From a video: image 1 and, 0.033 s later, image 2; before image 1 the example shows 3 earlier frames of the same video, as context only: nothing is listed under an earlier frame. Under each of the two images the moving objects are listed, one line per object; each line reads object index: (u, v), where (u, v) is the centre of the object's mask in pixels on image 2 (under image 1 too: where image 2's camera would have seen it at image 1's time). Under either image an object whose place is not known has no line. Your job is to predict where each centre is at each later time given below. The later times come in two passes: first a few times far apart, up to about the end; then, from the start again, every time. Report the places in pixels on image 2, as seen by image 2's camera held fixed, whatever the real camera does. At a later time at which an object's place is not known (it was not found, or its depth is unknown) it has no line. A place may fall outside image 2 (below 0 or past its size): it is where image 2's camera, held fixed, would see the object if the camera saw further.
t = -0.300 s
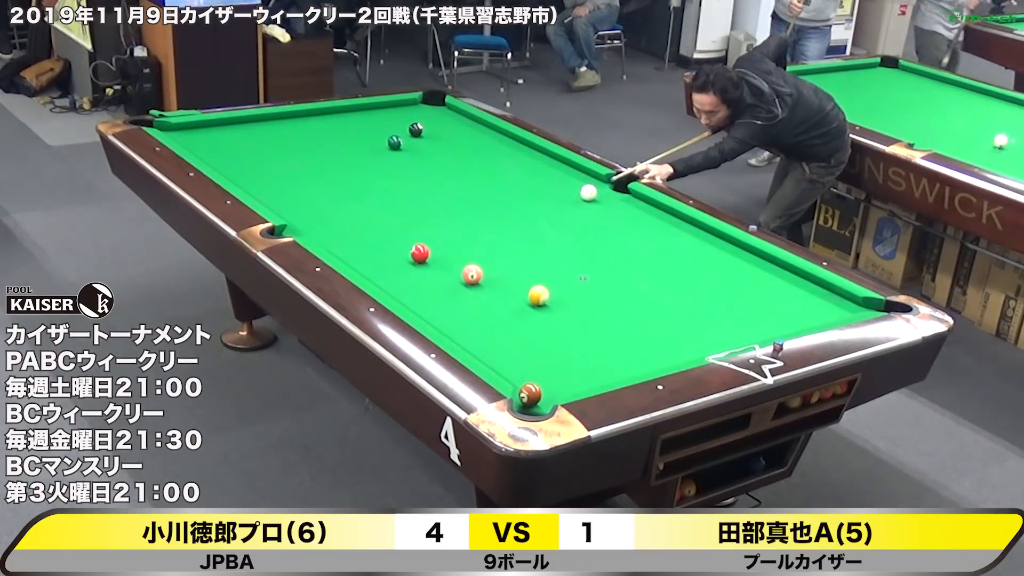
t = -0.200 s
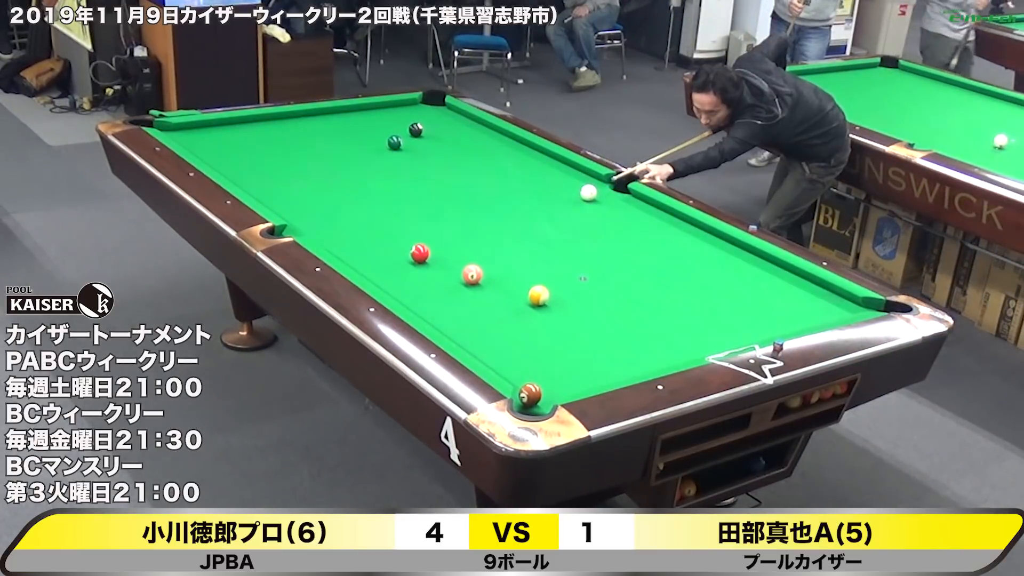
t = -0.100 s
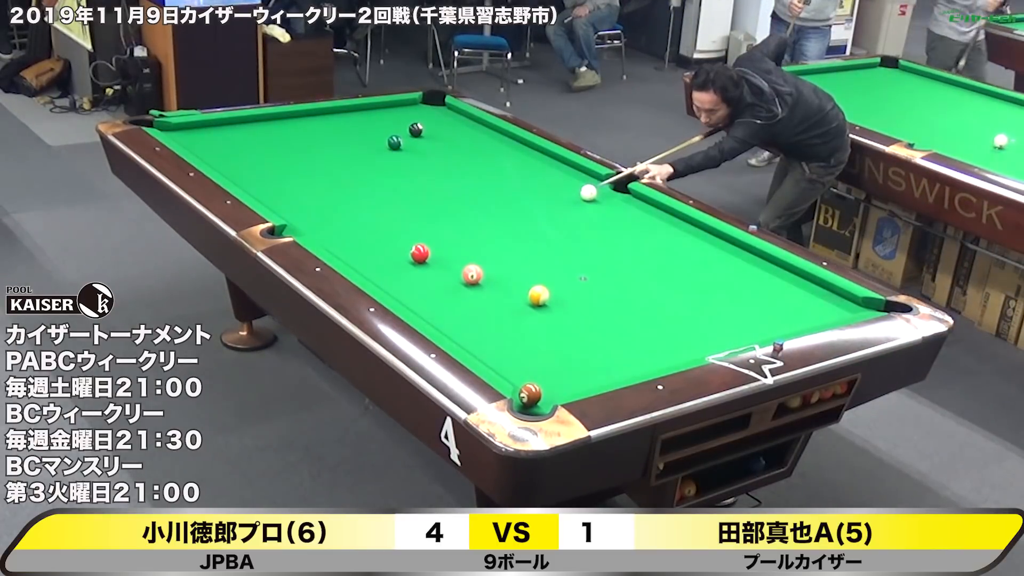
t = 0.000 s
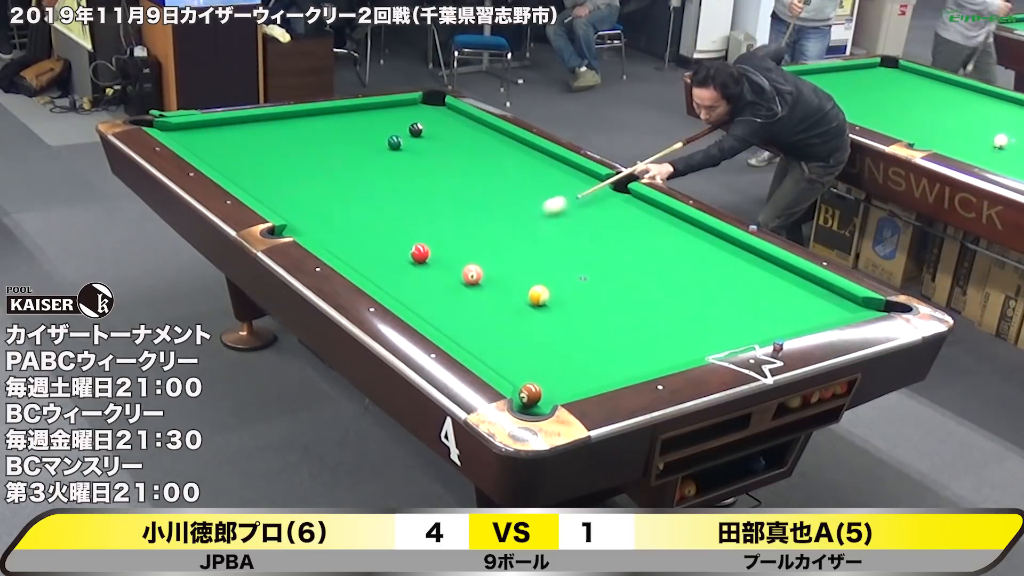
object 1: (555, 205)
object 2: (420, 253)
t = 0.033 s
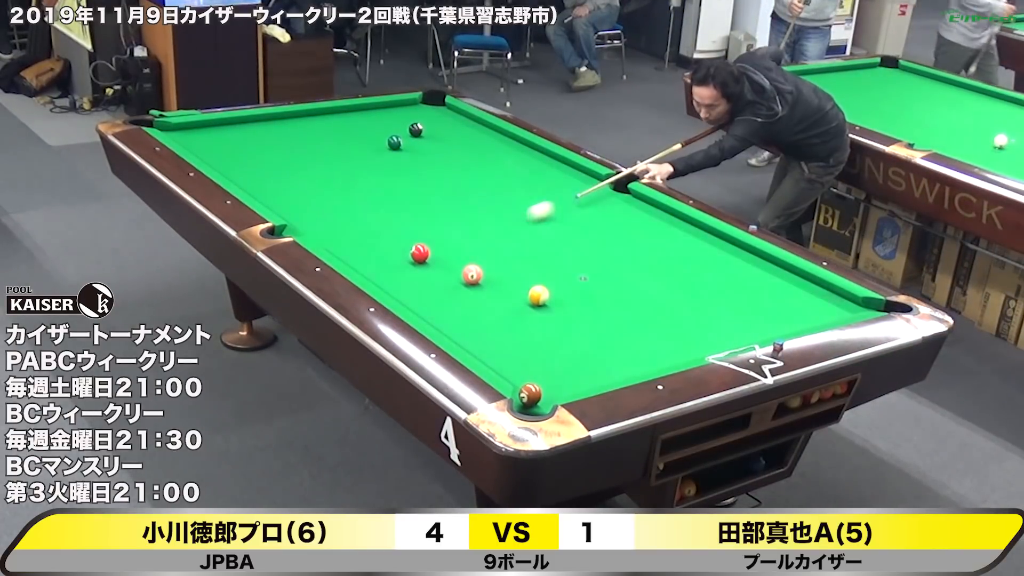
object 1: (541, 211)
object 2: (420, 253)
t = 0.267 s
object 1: (439, 253)
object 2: (413, 253)
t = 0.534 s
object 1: (445, 299)
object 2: (385, 250)
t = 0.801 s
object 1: (477, 338)
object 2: (448, 234)
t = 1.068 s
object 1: (560, 364)
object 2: (506, 220)
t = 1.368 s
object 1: (614, 361)
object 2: (564, 206)
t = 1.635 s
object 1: (628, 334)
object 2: (611, 194)
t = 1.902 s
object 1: (641, 311)
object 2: (605, 193)
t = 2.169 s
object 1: (653, 290)
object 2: (577, 197)
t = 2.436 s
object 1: (663, 271)
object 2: (549, 201)
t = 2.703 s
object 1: (672, 255)
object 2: (522, 204)
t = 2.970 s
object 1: (681, 240)
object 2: (496, 208)
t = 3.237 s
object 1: (689, 226)
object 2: (471, 211)
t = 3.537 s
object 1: (669, 220)
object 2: (443, 215)
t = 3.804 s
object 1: (644, 216)
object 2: (420, 218)
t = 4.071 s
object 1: (620, 213)
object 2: (397, 221)
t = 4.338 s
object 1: (598, 210)
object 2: (376, 224)
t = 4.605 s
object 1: (578, 207)
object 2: (356, 226)
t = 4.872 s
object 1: (560, 205)
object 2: (337, 229)
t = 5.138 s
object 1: (543, 202)
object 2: (319, 230)
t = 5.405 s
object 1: (528, 200)
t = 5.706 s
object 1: (512, 198)
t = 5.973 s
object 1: (501, 197)
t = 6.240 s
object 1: (491, 195)
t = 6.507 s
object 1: (482, 194)
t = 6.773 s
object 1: (475, 193)
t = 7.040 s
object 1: (469, 192)
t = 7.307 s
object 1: (465, 192)
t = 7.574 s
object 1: (462, 192)
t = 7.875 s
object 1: (460, 192)
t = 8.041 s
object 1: (460, 192)
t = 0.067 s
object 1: (526, 217)
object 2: (420, 253)
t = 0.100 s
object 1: (511, 222)
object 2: (420, 253)
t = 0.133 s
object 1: (497, 228)
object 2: (420, 253)
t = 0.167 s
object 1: (481, 234)
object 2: (420, 253)
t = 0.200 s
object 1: (466, 240)
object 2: (420, 253)
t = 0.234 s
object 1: (449, 247)
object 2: (420, 253)
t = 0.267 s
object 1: (439, 253)
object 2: (413, 253)
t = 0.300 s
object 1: (442, 258)
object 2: (394, 255)
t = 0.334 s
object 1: (445, 264)
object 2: (374, 257)
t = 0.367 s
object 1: (446, 269)
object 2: (355, 258)
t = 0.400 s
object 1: (447, 275)
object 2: (349, 257)
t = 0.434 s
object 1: (448, 281)
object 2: (358, 256)
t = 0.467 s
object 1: (447, 287)
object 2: (368, 254)
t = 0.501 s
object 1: (446, 292)
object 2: (376, 252)
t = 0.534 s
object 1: (445, 299)
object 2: (385, 250)
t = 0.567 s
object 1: (443, 305)
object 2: (394, 248)
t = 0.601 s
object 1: (442, 311)
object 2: (401, 246)
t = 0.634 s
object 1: (441, 318)
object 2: (409, 243)
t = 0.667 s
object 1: (441, 323)
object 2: (418, 241)
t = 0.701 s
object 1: (447, 327)
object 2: (425, 240)
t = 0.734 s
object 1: (457, 332)
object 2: (433, 238)
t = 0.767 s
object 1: (467, 335)
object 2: (441, 236)
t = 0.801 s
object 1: (477, 338)
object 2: (448, 234)
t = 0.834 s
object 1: (488, 342)
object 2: (456, 232)
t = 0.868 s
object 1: (498, 344)
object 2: (463, 230)
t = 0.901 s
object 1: (508, 348)
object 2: (470, 228)
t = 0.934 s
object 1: (518, 351)
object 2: (478, 227)
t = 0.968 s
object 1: (528, 354)
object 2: (485, 225)
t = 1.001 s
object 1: (539, 357)
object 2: (492, 223)
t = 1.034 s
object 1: (550, 360)
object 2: (499, 222)
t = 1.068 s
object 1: (560, 364)
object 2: (506, 220)
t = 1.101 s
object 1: (570, 367)
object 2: (512, 218)
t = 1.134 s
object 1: (581, 370)
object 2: (519, 217)
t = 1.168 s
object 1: (591, 373)
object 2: (526, 215)
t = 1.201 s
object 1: (602, 374)
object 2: (532, 213)
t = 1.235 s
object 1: (607, 373)
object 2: (539, 212)
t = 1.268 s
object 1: (609, 370)
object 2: (545, 210)
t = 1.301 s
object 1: (611, 368)
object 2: (552, 209)
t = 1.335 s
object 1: (612, 365)
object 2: (558, 207)
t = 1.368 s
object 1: (614, 361)
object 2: (564, 206)
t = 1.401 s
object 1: (616, 357)
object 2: (570, 204)
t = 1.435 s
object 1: (618, 354)
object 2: (576, 203)
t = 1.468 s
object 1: (620, 350)
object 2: (582, 201)
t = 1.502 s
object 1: (622, 347)
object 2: (588, 200)
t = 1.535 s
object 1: (623, 344)
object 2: (594, 198)
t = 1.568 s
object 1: (625, 341)
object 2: (599, 197)
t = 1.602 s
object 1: (627, 337)
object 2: (604, 196)
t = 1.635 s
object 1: (628, 334)
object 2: (611, 194)
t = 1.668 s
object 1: (630, 331)
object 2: (616, 193)
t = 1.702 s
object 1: (632, 328)
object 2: (622, 192)
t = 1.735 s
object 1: (633, 325)
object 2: (624, 191)
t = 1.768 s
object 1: (635, 322)
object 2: (620, 191)
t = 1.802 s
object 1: (637, 319)
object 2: (616, 192)
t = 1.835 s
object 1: (638, 316)
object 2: (612, 192)
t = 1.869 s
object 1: (640, 313)
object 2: (609, 193)
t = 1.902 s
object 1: (641, 311)
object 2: (605, 193)
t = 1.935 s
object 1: (643, 308)
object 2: (602, 193)
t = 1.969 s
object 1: (644, 305)
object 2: (598, 194)
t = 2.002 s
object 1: (645, 303)
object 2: (595, 195)
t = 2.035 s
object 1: (647, 300)
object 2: (591, 195)
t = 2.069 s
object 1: (648, 298)
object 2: (587, 196)
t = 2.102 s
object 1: (650, 295)
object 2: (584, 196)
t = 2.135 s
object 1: (651, 292)
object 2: (580, 196)
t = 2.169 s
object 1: (653, 290)
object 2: (577, 197)
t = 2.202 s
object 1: (654, 287)
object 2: (573, 197)
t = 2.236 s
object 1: (655, 285)
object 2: (570, 198)
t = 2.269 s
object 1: (656, 283)
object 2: (566, 198)
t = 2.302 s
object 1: (658, 280)
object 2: (563, 199)
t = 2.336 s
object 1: (659, 278)
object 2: (559, 199)
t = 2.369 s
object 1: (660, 276)
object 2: (556, 200)
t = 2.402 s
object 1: (662, 273)
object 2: (553, 200)
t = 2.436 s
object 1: (663, 271)
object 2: (549, 201)
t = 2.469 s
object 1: (664, 269)
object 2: (545, 201)
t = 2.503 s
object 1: (665, 267)
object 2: (542, 202)
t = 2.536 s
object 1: (667, 265)
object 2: (539, 202)
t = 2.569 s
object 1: (668, 263)
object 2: (535, 202)
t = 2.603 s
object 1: (669, 261)
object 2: (532, 203)
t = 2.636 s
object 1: (670, 258)
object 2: (529, 203)
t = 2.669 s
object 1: (671, 256)
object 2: (525, 204)
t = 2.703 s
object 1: (672, 255)
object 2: (522, 204)
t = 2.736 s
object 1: (674, 252)
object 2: (519, 205)
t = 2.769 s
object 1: (675, 251)
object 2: (516, 205)
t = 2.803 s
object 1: (676, 249)
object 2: (512, 205)
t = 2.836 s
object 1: (677, 247)
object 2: (509, 206)
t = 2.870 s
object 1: (678, 245)
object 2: (506, 206)
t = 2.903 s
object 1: (679, 243)
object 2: (502, 207)
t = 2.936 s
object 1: (680, 241)
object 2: (499, 207)
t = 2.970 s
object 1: (681, 240)
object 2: (496, 208)
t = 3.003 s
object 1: (683, 238)
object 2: (492, 208)
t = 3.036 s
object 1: (683, 236)
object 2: (489, 209)
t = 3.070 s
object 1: (685, 234)
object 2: (486, 209)
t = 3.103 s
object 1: (686, 233)
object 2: (483, 209)
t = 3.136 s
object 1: (686, 231)
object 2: (480, 210)
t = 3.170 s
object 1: (687, 230)
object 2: (477, 210)
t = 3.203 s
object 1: (688, 228)
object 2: (474, 211)
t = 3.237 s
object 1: (689, 226)
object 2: (471, 211)
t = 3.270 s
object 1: (690, 225)
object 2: (468, 211)
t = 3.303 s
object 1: (691, 223)
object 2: (464, 212)
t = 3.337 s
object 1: (689, 222)
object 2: (461, 212)
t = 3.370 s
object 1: (686, 222)
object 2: (458, 213)
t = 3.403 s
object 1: (682, 222)
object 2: (455, 213)
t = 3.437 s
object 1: (679, 221)
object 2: (452, 213)
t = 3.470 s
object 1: (676, 221)
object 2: (449, 214)
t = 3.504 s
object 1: (672, 220)
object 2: (446, 214)
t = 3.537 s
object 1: (669, 220)
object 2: (443, 215)
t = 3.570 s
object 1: (666, 219)
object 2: (440, 215)
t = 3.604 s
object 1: (662, 219)
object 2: (437, 215)
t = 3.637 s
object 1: (659, 218)
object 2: (434, 216)
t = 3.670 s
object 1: (656, 218)
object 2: (431, 216)
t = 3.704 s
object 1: (653, 217)
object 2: (428, 217)
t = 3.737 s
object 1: (650, 217)
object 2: (425, 217)
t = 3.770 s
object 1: (647, 216)
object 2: (423, 217)
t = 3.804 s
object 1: (644, 216)
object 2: (420, 218)
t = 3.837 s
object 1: (641, 216)
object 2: (417, 218)
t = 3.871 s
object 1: (637, 215)
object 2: (414, 218)
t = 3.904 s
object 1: (634, 215)
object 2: (411, 219)
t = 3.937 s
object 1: (631, 214)
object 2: (408, 219)
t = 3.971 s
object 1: (629, 214)
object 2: (405, 220)
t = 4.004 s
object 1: (626, 214)
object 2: (403, 220)
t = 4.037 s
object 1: (623, 213)
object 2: (400, 220)
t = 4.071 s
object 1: (620, 213)
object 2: (397, 221)
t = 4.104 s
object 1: (617, 212)
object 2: (395, 221)
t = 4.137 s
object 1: (614, 212)
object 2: (392, 222)
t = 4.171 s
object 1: (611, 212)
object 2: (389, 222)
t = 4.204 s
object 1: (609, 211)
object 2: (387, 222)
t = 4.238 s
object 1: (606, 211)
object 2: (384, 223)
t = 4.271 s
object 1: (604, 211)
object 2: (382, 223)
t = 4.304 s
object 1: (601, 210)
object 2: (378, 223)
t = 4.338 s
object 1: (598, 210)
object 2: (376, 224)
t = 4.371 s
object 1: (596, 209)
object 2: (374, 224)
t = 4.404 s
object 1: (593, 209)
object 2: (371, 224)
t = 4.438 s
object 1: (590, 209)
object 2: (368, 224)
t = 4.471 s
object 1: (588, 208)
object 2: (366, 225)
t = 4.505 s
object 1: (585, 208)
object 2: (363, 225)
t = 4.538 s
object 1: (583, 208)
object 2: (361, 226)
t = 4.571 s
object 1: (581, 207)
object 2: (358, 226)
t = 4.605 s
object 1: (578, 207)
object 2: (356, 226)
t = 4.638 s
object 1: (576, 207)
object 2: (354, 226)
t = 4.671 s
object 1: (573, 207)
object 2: (351, 227)
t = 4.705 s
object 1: (571, 206)
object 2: (349, 227)
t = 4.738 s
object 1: (569, 206)
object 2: (346, 227)
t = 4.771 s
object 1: (566, 205)
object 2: (344, 228)
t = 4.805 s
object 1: (564, 205)
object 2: (342, 228)
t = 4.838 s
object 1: (562, 205)
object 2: (339, 228)
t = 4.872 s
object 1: (560, 205)
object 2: (337, 229)
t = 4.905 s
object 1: (557, 204)
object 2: (335, 229)
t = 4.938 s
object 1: (555, 204)
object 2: (332, 229)
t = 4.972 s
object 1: (553, 204)
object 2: (330, 229)
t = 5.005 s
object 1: (551, 204)
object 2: (328, 230)
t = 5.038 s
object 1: (549, 203)
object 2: (326, 230)
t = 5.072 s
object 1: (547, 203)
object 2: (324, 230)
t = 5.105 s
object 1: (545, 203)
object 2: (321, 230)
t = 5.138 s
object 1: (543, 202)
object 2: (319, 230)
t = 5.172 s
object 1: (541, 202)
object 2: (317, 231)
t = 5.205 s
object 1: (539, 202)
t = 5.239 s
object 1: (537, 202)
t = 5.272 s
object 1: (535, 201)
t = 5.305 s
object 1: (533, 201)
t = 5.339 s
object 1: (531, 201)
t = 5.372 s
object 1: (530, 201)
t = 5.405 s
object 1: (528, 200)
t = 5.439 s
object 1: (526, 200)
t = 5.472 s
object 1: (524, 200)
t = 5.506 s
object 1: (523, 200)
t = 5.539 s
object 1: (521, 199)
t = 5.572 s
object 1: (519, 199)
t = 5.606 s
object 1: (517, 199)
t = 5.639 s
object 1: (516, 199)
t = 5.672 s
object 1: (514, 199)
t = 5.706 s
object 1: (512, 198)
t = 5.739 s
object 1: (511, 198)
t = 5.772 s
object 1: (510, 198)
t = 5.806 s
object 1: (508, 198)
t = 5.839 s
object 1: (507, 198)
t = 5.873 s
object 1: (505, 197)
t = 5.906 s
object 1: (504, 197)
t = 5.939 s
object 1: (502, 197)
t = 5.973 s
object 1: (501, 197)
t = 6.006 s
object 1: (500, 196)
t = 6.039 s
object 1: (498, 196)
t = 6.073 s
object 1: (497, 196)
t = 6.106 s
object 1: (496, 196)
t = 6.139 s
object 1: (494, 196)
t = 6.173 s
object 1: (493, 195)
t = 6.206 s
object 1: (492, 195)
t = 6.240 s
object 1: (491, 195)
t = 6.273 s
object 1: (489, 195)
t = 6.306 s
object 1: (488, 195)
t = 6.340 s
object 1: (487, 195)
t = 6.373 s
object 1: (486, 195)
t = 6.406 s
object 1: (485, 194)
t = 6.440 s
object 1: (484, 194)
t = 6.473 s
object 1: (483, 194)
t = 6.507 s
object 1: (482, 194)
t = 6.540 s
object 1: (481, 194)
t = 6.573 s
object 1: (480, 194)
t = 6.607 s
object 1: (479, 194)
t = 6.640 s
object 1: (478, 193)
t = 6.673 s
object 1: (477, 193)
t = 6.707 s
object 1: (477, 193)
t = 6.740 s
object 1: (476, 193)
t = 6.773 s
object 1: (475, 193)
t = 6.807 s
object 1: (474, 193)
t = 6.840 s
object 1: (473, 193)
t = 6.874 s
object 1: (473, 193)
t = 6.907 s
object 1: (472, 192)
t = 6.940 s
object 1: (471, 192)
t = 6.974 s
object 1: (470, 192)
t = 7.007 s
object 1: (470, 192)
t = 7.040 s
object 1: (469, 192)
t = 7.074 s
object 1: (468, 192)
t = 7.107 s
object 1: (468, 192)
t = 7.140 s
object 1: (467, 192)
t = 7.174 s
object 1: (467, 192)
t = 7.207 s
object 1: (466, 192)
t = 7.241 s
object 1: (466, 192)
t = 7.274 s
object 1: (465, 192)
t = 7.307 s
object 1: (465, 192)
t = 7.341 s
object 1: (464, 192)
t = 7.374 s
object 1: (464, 192)
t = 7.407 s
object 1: (464, 192)
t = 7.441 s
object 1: (463, 192)
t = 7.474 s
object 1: (463, 192)
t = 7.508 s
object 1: (462, 192)
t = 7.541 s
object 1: (462, 192)
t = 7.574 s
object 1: (462, 192)
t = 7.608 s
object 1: (462, 192)
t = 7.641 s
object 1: (462, 192)
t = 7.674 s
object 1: (461, 192)
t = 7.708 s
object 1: (461, 192)
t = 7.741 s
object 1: (461, 192)
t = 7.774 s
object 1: (461, 192)
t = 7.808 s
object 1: (461, 192)
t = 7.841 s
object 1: (461, 192)
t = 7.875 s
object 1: (460, 192)
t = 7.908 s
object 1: (460, 192)
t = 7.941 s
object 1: (460, 192)
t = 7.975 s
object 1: (460, 192)
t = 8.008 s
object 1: (460, 192)
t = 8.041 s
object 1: (460, 192)
